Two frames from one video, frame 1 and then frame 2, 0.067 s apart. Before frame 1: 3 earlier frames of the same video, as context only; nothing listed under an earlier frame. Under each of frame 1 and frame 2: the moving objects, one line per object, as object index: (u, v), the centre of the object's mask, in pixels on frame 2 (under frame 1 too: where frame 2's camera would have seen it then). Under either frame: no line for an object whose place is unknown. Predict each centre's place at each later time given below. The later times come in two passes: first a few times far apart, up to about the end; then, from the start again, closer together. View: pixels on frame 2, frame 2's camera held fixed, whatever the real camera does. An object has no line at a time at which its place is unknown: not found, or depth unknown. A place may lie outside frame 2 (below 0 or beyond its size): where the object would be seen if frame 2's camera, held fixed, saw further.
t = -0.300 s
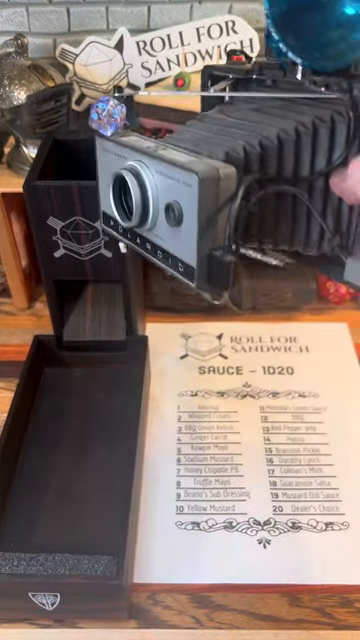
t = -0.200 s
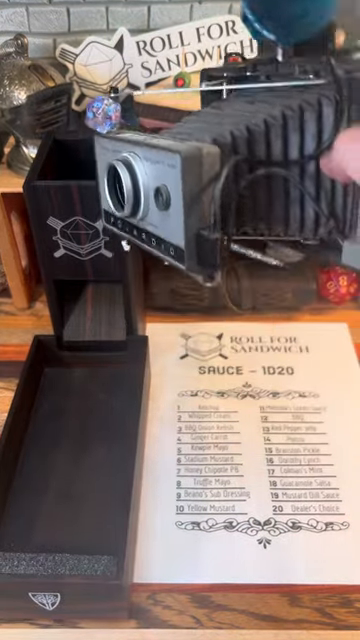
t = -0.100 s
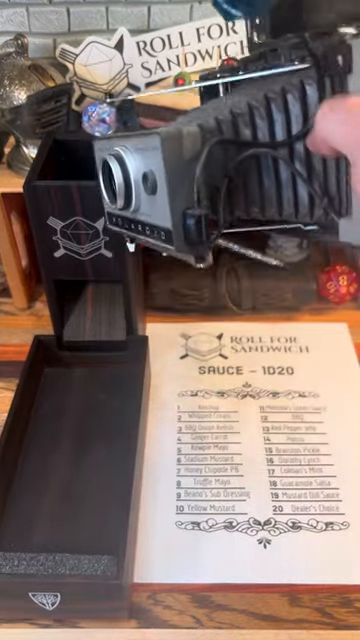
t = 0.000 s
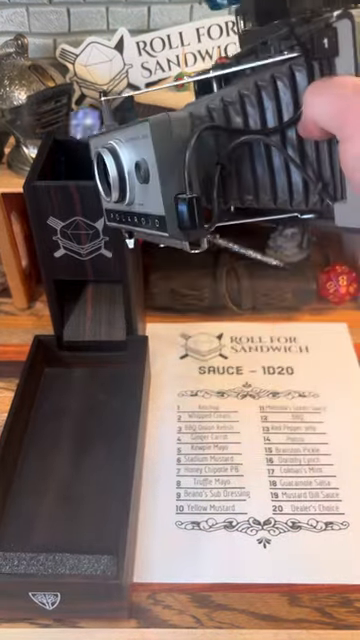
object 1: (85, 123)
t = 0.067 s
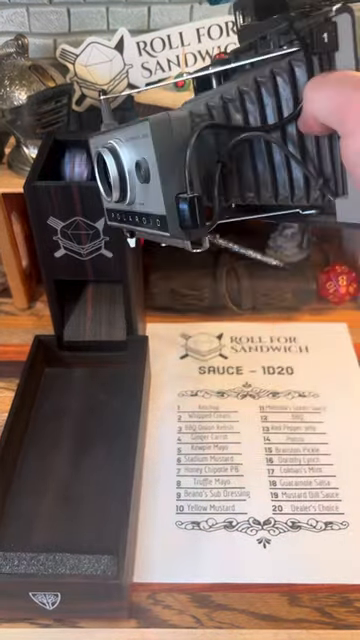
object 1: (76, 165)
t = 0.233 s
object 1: (93, 322)
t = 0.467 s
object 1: (103, 523)
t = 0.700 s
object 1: (78, 503)
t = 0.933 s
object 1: (59, 480)
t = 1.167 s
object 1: (71, 462)
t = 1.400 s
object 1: (76, 462)
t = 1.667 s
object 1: (78, 463)
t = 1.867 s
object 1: (78, 463)
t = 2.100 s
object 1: (78, 463)
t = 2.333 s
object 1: (77, 463)
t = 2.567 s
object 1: (78, 463)
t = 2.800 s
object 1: (77, 463)
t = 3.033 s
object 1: (77, 463)
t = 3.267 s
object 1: (77, 463)
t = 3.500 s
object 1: (77, 463)
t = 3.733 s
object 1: (77, 463)
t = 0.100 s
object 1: (72, 177)
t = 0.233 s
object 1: (93, 322)
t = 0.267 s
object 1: (98, 379)
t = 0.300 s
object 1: (99, 391)
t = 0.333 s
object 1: (101, 402)
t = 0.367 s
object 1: (103, 425)
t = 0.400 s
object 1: (106, 456)
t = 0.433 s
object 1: (111, 498)
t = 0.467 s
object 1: (103, 523)
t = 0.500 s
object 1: (93, 544)
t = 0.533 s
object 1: (86, 545)
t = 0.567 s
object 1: (84, 537)
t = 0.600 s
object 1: (81, 526)
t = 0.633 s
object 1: (80, 517)
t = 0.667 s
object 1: (80, 510)
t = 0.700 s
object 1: (78, 503)
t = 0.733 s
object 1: (75, 498)
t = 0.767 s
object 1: (71, 494)
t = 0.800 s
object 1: (69, 492)
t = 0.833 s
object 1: (64, 490)
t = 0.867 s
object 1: (61, 486)
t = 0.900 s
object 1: (59, 484)
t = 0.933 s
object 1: (59, 480)
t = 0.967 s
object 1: (58, 474)
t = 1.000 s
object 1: (59, 470)
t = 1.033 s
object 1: (59, 465)
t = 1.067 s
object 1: (61, 464)
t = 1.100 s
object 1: (64, 463)
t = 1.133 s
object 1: (68, 463)
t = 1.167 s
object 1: (71, 462)
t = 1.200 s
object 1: (72, 463)
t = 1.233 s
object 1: (74, 462)
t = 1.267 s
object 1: (76, 463)
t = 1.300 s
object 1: (78, 463)
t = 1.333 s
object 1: (78, 462)
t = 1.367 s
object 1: (76, 463)
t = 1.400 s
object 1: (76, 462)
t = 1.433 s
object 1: (78, 463)
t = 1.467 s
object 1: (77, 463)
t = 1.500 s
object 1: (77, 463)
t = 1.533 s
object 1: (77, 463)
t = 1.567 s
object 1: (78, 463)
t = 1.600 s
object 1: (77, 463)
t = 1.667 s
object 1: (78, 463)
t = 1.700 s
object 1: (77, 463)
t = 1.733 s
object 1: (78, 463)
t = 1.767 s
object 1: (78, 463)
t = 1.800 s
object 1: (78, 463)
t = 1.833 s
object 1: (78, 463)
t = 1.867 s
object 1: (78, 463)
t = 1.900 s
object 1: (78, 463)
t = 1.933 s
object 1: (78, 463)
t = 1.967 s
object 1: (78, 463)
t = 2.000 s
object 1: (77, 463)
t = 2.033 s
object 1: (77, 463)
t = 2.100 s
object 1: (78, 463)
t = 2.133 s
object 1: (78, 463)
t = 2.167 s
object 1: (78, 463)
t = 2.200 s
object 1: (77, 463)
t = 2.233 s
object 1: (77, 463)
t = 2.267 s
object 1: (77, 463)
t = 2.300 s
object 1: (77, 463)
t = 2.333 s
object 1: (77, 463)
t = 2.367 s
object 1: (77, 463)
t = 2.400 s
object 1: (77, 463)
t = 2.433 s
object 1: (78, 463)
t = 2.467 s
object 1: (78, 463)
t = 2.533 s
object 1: (78, 463)
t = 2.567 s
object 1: (78, 463)
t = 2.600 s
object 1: (78, 463)
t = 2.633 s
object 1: (77, 463)
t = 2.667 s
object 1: (78, 463)
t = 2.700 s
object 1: (77, 463)
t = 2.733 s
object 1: (77, 463)
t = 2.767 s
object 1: (77, 463)
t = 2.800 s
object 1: (77, 463)
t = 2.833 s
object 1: (78, 463)
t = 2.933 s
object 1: (77, 463)
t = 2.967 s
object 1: (77, 463)
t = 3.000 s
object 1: (77, 463)
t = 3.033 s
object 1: (77, 463)
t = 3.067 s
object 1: (77, 463)
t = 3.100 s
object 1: (77, 463)
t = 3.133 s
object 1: (77, 463)
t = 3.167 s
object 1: (77, 463)
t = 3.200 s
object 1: (77, 463)
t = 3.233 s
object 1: (77, 463)
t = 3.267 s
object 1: (77, 463)
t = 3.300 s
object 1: (77, 463)
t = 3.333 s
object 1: (77, 463)
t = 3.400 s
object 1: (77, 463)
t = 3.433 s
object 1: (77, 463)
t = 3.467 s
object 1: (77, 463)
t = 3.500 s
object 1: (77, 463)
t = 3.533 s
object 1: (78, 463)
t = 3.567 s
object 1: (77, 463)
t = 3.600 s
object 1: (78, 463)
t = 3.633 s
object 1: (77, 463)
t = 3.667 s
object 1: (77, 463)
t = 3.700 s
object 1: (77, 463)
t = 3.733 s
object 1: (77, 463)
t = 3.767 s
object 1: (77, 463)
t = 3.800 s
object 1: (77, 463)
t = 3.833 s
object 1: (77, 463)
